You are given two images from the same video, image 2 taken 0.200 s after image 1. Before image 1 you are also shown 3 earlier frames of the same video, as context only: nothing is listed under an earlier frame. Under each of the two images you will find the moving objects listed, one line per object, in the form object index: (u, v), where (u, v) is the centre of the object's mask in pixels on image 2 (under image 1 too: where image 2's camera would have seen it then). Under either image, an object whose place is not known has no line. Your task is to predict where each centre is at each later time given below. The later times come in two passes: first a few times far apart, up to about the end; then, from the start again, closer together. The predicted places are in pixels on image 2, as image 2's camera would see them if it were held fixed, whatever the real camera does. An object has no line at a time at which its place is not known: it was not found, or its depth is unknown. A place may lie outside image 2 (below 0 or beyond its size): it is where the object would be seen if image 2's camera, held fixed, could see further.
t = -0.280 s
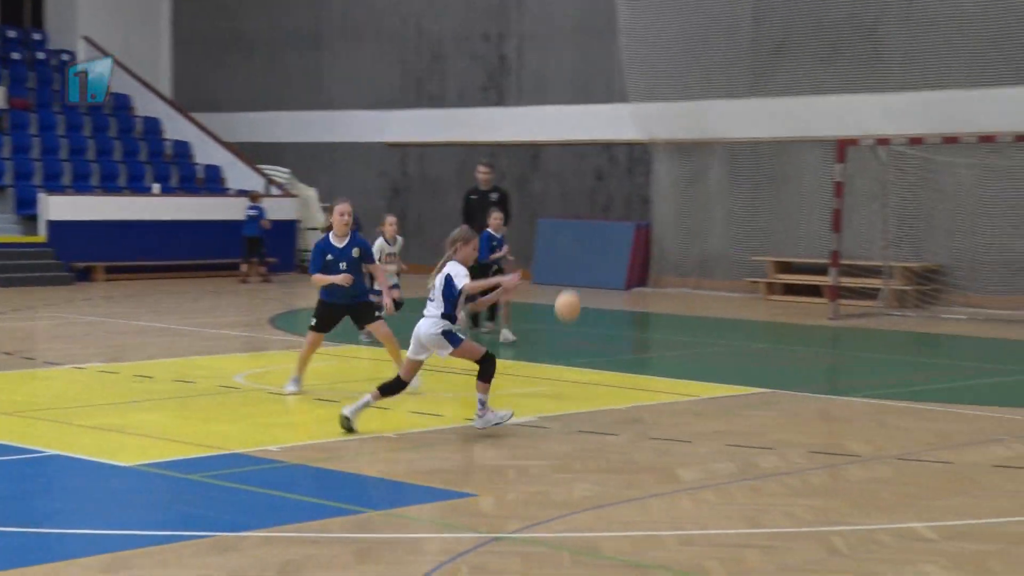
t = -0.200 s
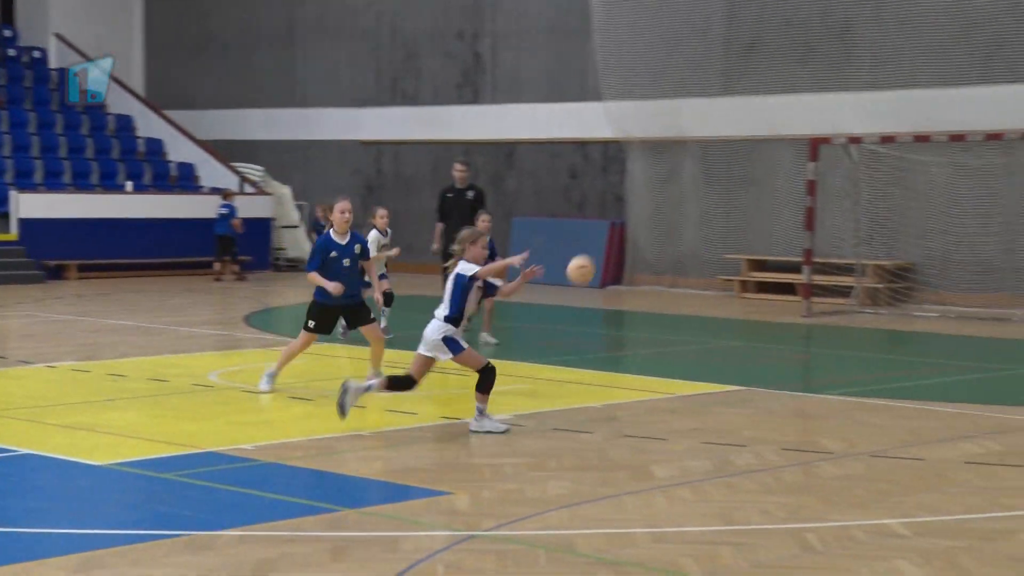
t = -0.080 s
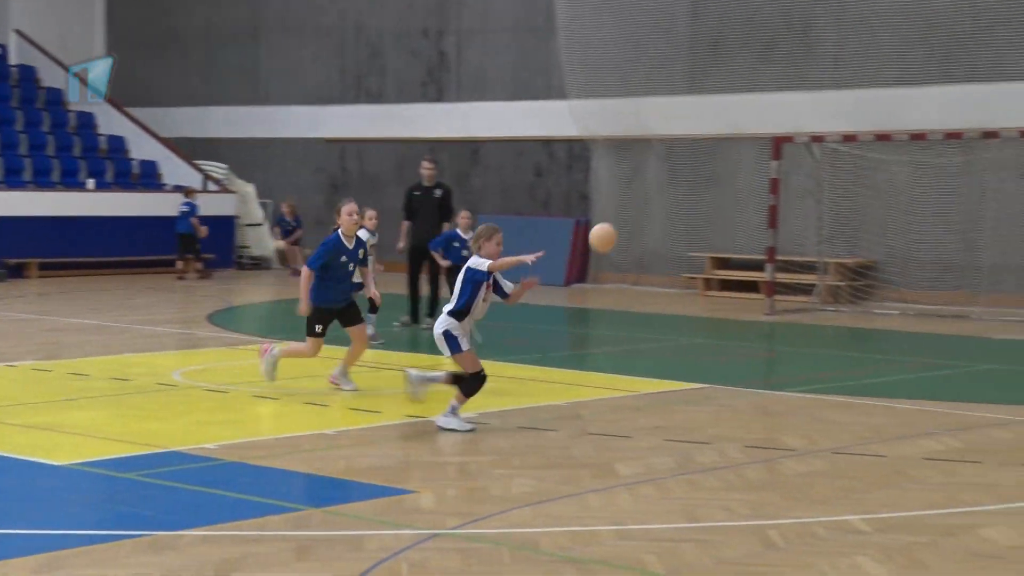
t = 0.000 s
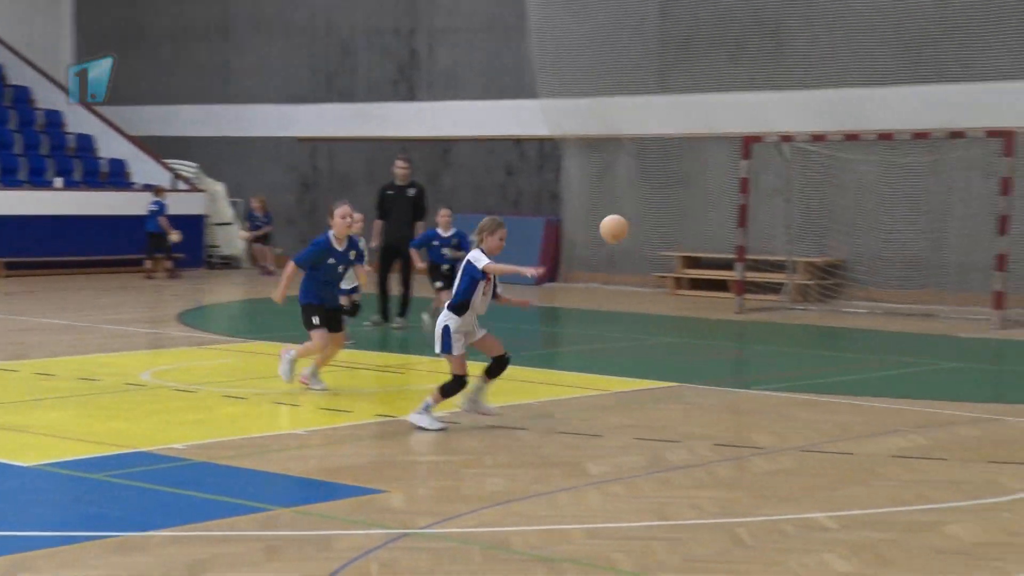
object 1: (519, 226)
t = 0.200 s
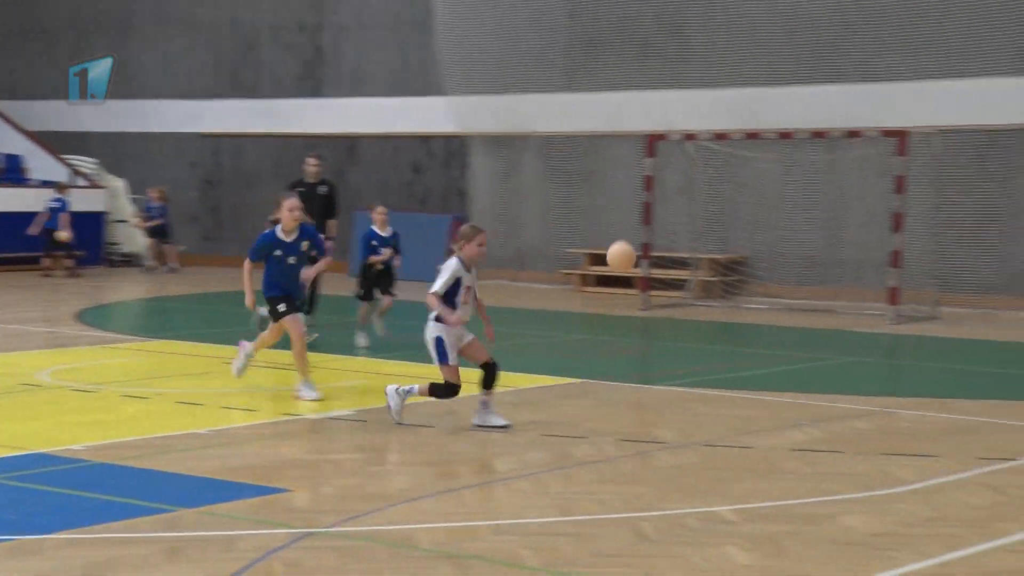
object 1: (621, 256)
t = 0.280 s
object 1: (661, 292)
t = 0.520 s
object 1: (789, 471)
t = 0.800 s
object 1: (947, 337)
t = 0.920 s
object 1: (1017, 318)
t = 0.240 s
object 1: (641, 272)
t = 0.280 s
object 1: (661, 292)
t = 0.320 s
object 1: (683, 311)
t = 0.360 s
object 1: (704, 337)
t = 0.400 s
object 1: (725, 364)
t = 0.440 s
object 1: (746, 395)
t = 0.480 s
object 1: (768, 432)
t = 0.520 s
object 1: (789, 471)
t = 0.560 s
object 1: (810, 453)
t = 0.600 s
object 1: (833, 426)
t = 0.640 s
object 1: (855, 402)
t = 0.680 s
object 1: (876, 382)
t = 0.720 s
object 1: (900, 365)
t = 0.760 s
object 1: (922, 350)
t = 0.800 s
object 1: (947, 337)
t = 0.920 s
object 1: (1017, 318)
